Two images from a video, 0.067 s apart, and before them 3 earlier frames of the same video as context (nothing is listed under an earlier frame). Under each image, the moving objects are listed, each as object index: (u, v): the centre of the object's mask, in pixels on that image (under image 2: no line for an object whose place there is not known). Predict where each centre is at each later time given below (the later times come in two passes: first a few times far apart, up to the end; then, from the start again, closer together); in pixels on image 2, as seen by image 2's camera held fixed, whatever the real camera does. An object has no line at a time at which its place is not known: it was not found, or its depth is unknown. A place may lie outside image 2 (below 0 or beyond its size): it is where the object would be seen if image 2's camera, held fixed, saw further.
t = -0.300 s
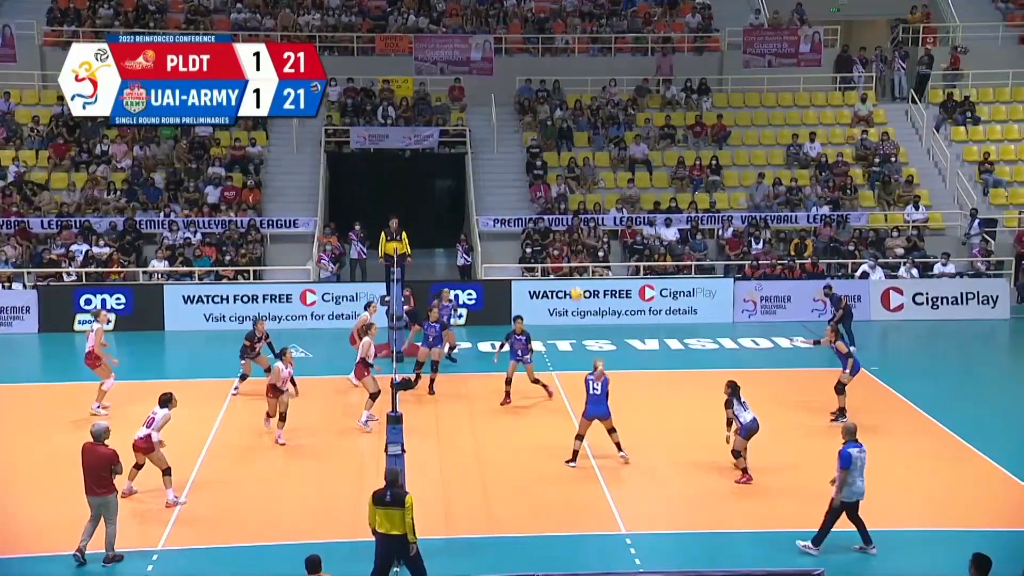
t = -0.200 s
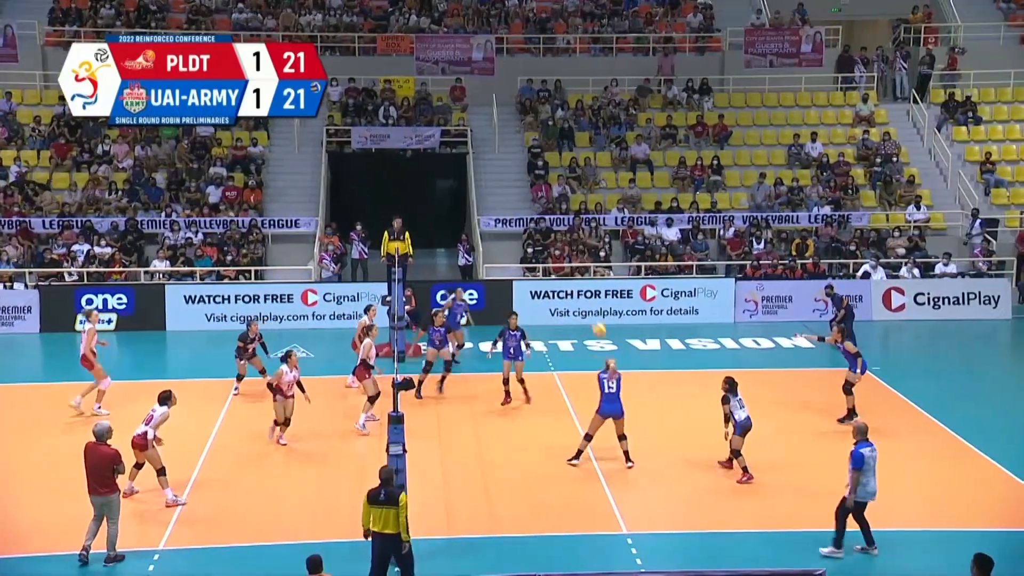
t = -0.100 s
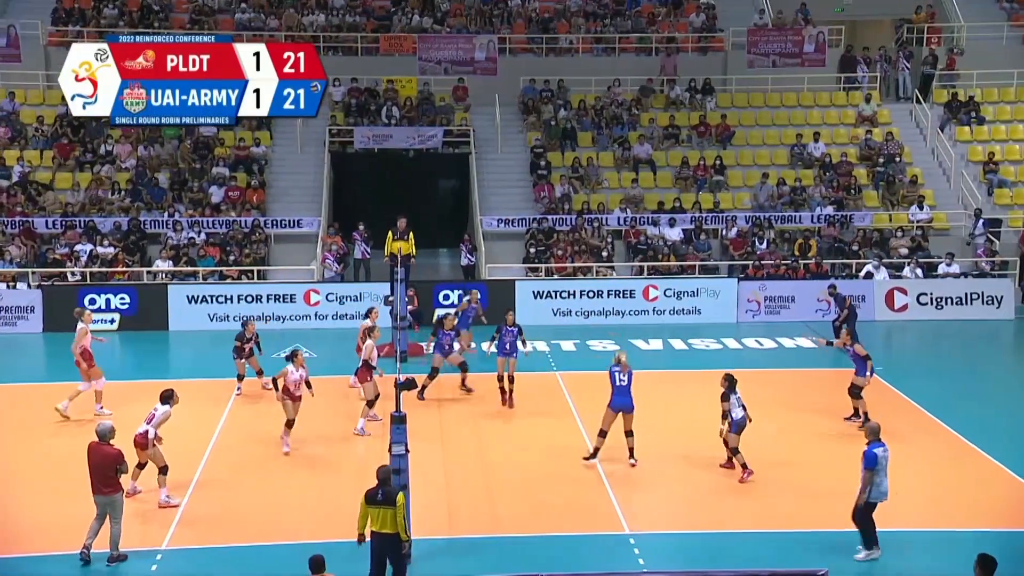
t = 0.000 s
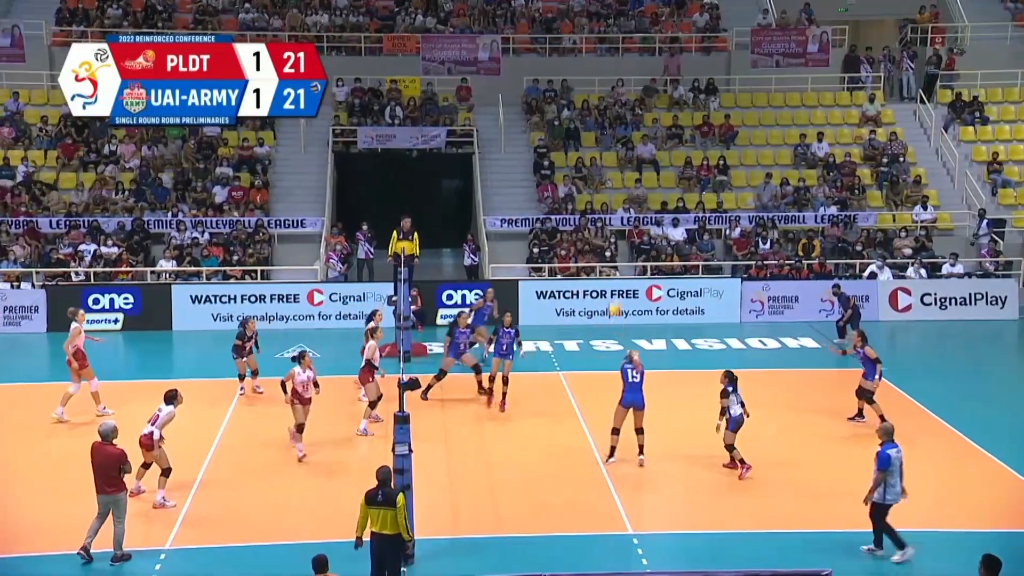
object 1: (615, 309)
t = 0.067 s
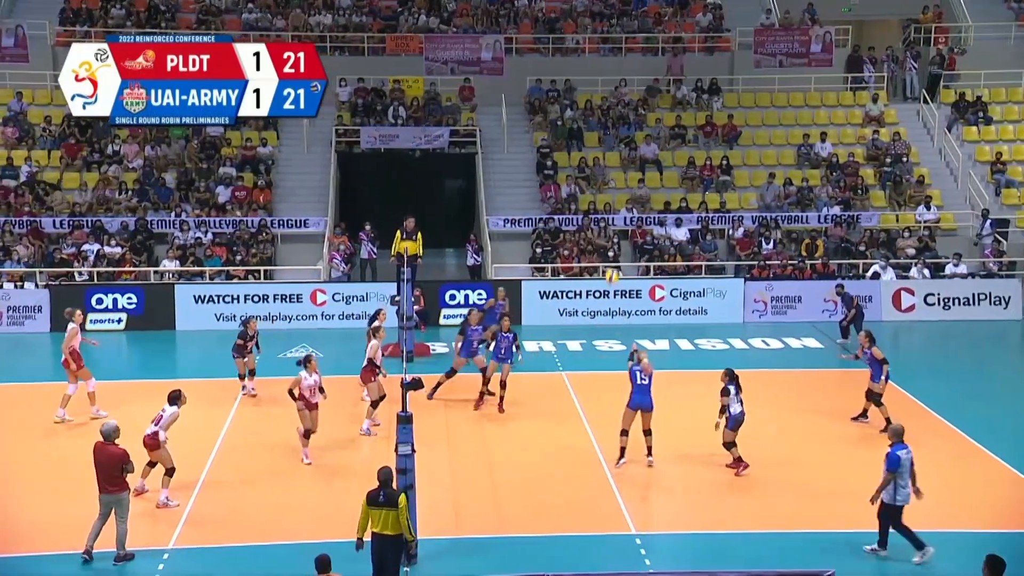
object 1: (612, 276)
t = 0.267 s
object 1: (596, 200)
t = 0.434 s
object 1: (583, 156)
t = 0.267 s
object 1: (596, 200)
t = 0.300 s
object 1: (593, 189)
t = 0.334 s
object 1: (591, 180)
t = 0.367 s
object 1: (588, 171)
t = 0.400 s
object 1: (585, 163)
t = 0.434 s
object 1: (583, 156)
